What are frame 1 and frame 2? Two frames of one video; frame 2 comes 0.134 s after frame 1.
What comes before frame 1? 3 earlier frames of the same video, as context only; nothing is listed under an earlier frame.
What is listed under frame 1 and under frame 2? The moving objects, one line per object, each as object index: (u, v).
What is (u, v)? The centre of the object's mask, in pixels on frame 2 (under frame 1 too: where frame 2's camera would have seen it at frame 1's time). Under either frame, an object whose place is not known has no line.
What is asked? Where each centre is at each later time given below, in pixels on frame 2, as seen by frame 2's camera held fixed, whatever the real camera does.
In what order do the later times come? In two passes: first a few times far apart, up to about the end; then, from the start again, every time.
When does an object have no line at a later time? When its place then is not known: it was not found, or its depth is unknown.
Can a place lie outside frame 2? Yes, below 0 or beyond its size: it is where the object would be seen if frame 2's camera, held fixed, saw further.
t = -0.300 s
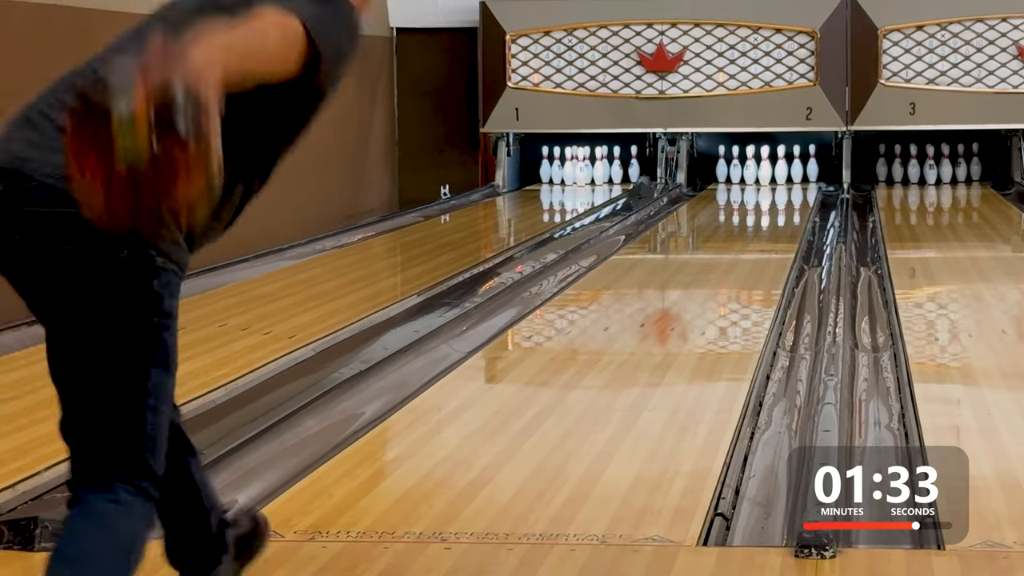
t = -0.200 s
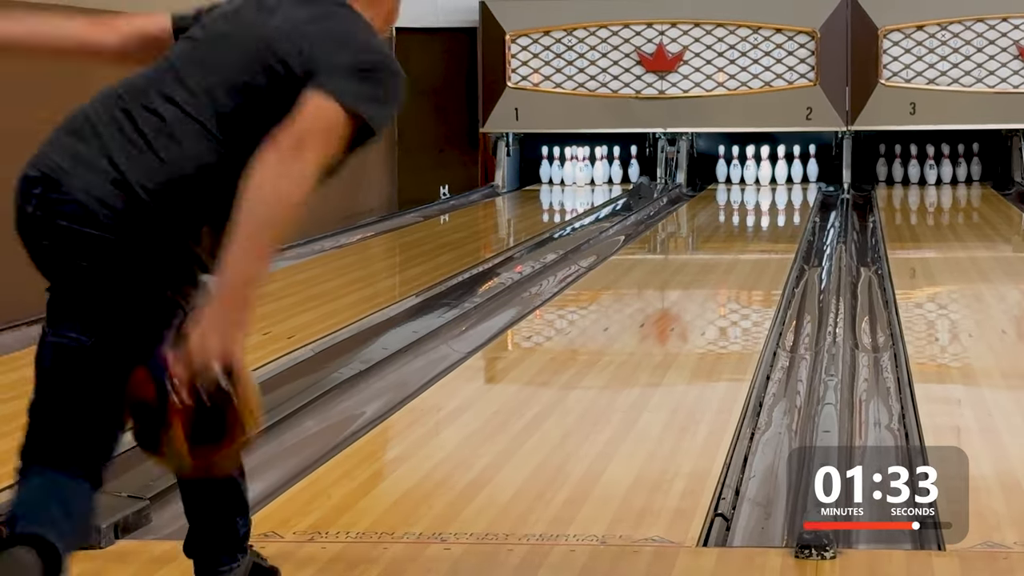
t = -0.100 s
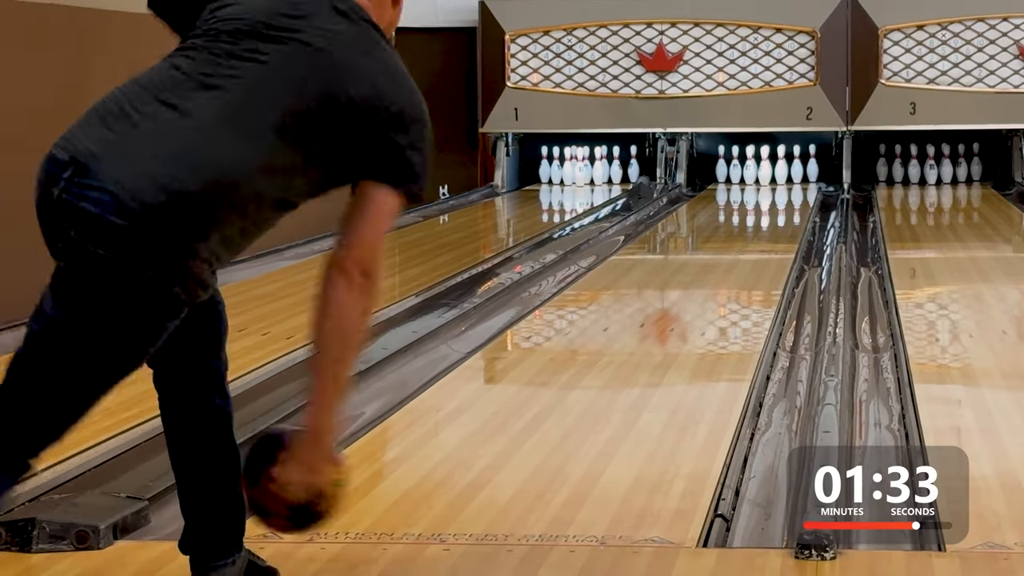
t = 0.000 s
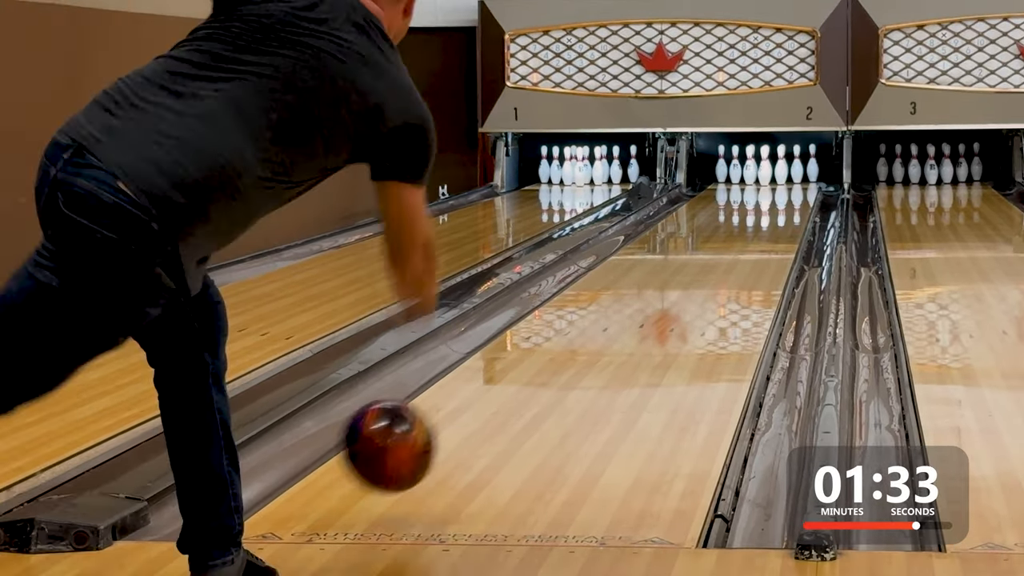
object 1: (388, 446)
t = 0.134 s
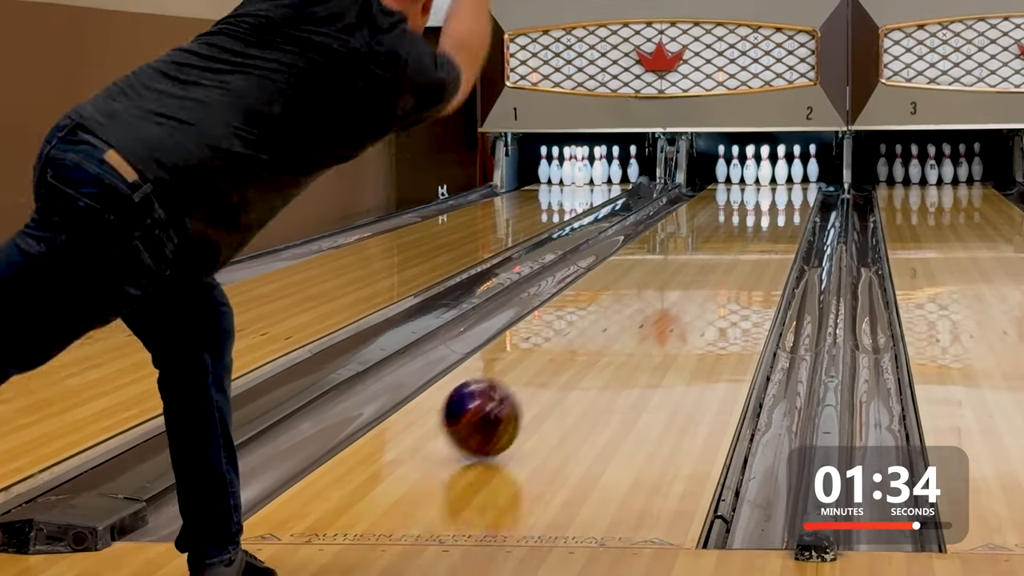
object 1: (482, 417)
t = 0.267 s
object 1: (548, 373)
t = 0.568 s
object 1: (646, 304)
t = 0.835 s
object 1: (700, 266)
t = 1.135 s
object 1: (741, 237)
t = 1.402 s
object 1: (765, 217)
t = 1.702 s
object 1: (784, 200)
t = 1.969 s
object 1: (789, 189)
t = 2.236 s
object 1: (783, 180)
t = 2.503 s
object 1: (773, 172)
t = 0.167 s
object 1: (501, 404)
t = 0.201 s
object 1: (518, 394)
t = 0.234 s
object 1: (534, 383)
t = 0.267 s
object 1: (548, 373)
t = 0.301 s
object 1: (563, 363)
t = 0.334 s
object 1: (575, 354)
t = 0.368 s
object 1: (588, 346)
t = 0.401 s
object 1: (599, 337)
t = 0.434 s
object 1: (609, 330)
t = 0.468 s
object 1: (619, 323)
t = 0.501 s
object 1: (629, 316)
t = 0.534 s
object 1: (637, 310)
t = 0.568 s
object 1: (646, 304)
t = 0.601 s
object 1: (654, 299)
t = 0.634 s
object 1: (662, 293)
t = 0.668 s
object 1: (669, 288)
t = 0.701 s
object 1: (676, 283)
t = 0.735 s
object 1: (682, 279)
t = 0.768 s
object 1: (688, 274)
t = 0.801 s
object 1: (694, 270)
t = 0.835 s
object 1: (700, 266)
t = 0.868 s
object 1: (705, 263)
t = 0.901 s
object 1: (710, 259)
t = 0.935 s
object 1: (715, 255)
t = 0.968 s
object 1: (720, 252)
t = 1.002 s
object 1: (724, 248)
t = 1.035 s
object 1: (728, 246)
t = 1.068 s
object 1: (732, 242)
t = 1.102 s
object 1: (736, 240)
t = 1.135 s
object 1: (741, 237)
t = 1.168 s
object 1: (744, 234)
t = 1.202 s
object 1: (747, 231)
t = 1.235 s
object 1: (750, 228)
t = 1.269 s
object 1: (754, 226)
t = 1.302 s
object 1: (757, 224)
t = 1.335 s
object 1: (760, 221)
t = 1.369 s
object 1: (763, 219)
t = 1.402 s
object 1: (765, 217)
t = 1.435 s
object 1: (768, 215)
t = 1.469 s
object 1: (771, 213)
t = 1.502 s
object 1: (773, 211)
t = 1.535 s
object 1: (775, 209)
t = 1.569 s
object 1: (777, 207)
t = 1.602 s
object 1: (779, 206)
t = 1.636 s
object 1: (781, 204)
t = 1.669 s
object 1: (782, 201)
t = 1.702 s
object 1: (784, 200)
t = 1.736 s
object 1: (784, 199)
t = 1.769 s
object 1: (786, 197)
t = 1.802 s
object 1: (787, 196)
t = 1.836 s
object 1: (788, 194)
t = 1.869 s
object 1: (788, 193)
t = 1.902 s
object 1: (789, 192)
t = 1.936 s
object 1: (789, 190)
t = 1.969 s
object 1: (789, 189)
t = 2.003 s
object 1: (788, 188)
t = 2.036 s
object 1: (788, 187)
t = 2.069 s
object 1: (787, 185)
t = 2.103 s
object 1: (786, 184)
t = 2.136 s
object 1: (785, 183)
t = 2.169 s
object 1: (784, 182)
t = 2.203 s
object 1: (784, 181)
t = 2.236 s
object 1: (783, 180)
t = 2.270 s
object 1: (781, 179)
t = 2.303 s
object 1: (779, 178)
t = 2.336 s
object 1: (778, 177)
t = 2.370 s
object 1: (777, 176)
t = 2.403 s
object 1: (774, 175)
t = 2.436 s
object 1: (773, 174)
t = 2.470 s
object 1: (774, 173)
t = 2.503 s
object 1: (773, 172)
